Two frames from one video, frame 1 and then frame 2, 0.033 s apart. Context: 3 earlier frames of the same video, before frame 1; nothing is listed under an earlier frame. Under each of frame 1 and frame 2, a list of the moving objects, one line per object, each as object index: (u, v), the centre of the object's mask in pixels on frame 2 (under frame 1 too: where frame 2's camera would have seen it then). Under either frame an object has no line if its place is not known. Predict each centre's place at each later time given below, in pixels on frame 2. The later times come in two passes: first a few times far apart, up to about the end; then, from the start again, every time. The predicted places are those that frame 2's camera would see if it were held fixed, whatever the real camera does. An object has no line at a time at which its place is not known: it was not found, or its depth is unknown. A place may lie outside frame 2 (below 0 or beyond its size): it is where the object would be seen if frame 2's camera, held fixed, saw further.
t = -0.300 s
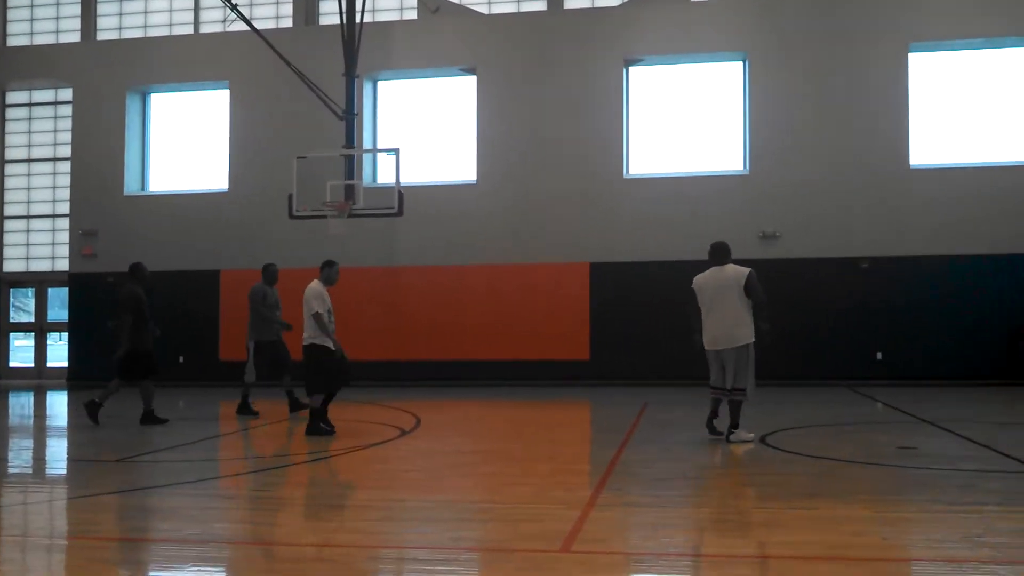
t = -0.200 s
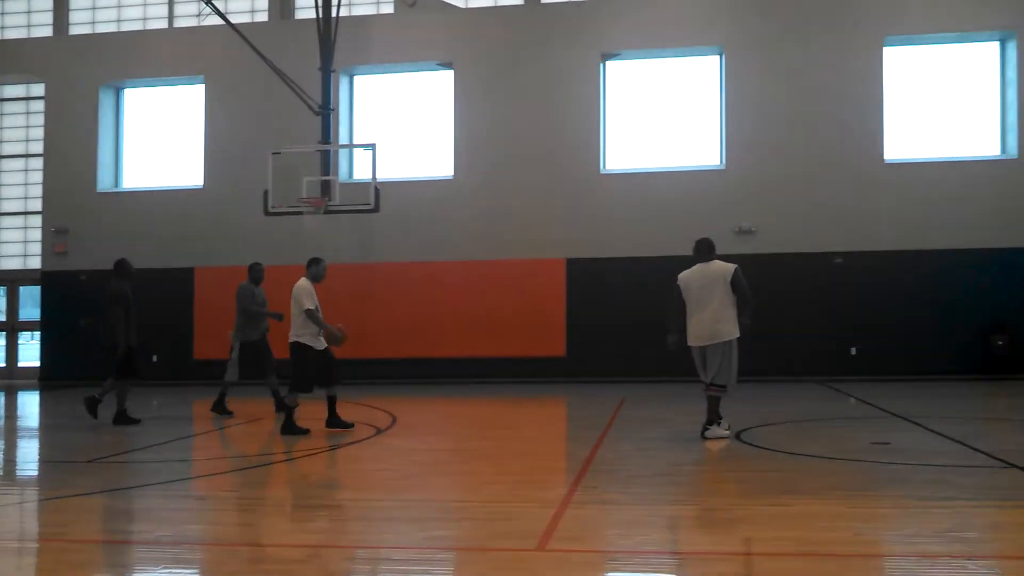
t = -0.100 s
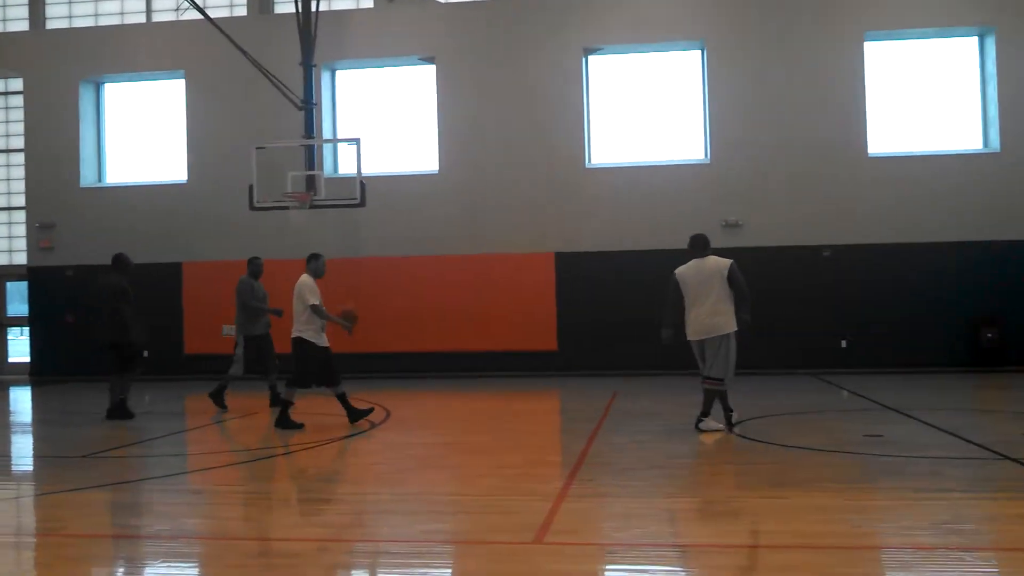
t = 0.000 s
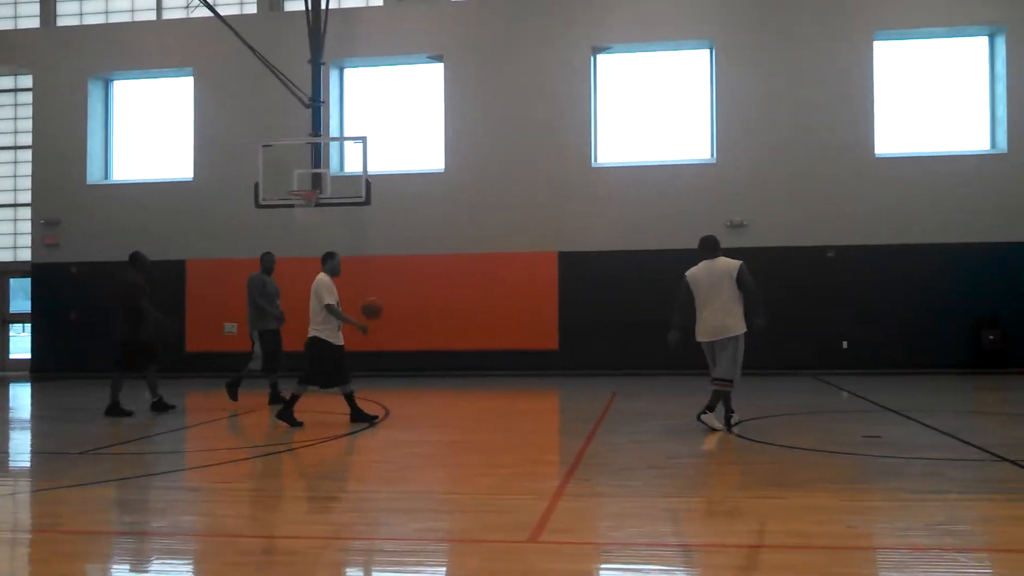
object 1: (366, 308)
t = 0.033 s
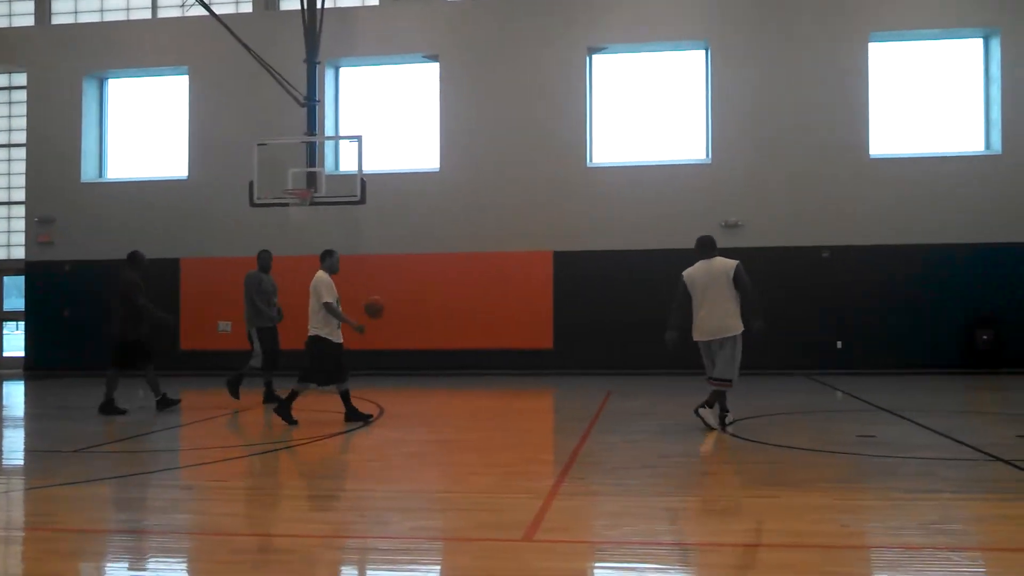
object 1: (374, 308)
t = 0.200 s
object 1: (410, 324)
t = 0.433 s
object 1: (466, 394)
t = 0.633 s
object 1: (507, 364)
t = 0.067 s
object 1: (383, 309)
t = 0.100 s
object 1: (390, 312)
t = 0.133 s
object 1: (396, 315)
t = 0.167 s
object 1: (403, 319)
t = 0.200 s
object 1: (410, 324)
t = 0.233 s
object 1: (417, 331)
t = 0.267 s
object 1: (425, 339)
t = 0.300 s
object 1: (436, 348)
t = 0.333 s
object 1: (441, 357)
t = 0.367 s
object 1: (452, 367)
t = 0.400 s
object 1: (459, 380)
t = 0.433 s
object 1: (466, 394)
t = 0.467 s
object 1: (473, 406)
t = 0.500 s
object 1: (483, 397)
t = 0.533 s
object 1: (491, 386)
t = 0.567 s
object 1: (496, 377)
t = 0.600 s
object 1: (501, 371)
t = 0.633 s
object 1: (507, 364)
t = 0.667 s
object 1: (513, 358)
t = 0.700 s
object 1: (522, 354)
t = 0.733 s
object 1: (528, 352)
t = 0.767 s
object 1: (535, 348)
